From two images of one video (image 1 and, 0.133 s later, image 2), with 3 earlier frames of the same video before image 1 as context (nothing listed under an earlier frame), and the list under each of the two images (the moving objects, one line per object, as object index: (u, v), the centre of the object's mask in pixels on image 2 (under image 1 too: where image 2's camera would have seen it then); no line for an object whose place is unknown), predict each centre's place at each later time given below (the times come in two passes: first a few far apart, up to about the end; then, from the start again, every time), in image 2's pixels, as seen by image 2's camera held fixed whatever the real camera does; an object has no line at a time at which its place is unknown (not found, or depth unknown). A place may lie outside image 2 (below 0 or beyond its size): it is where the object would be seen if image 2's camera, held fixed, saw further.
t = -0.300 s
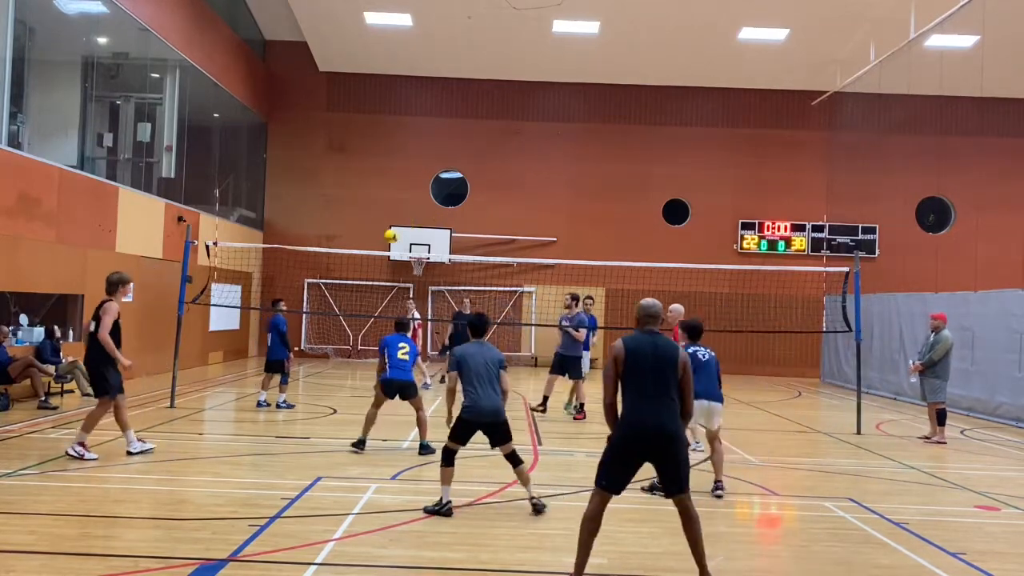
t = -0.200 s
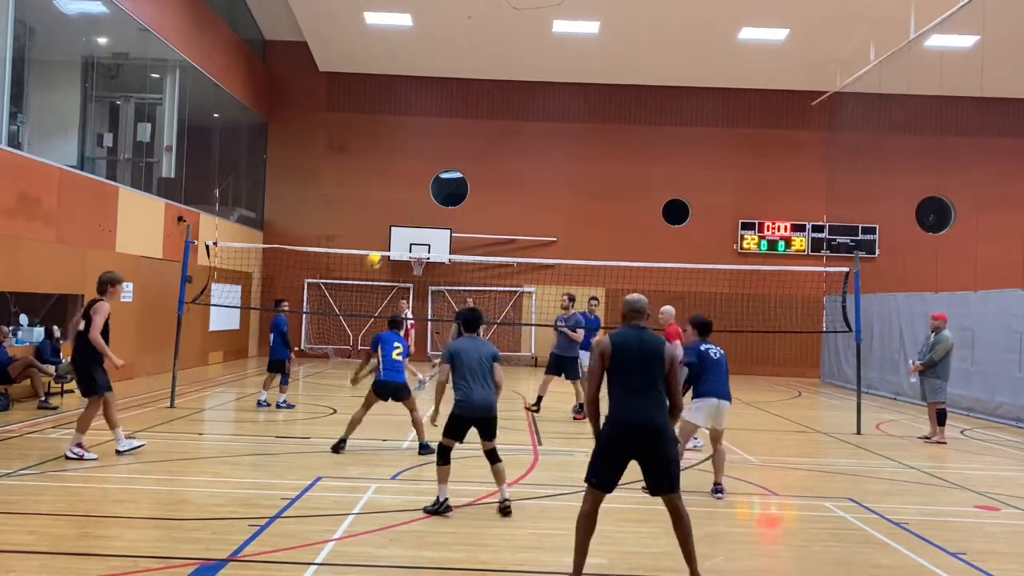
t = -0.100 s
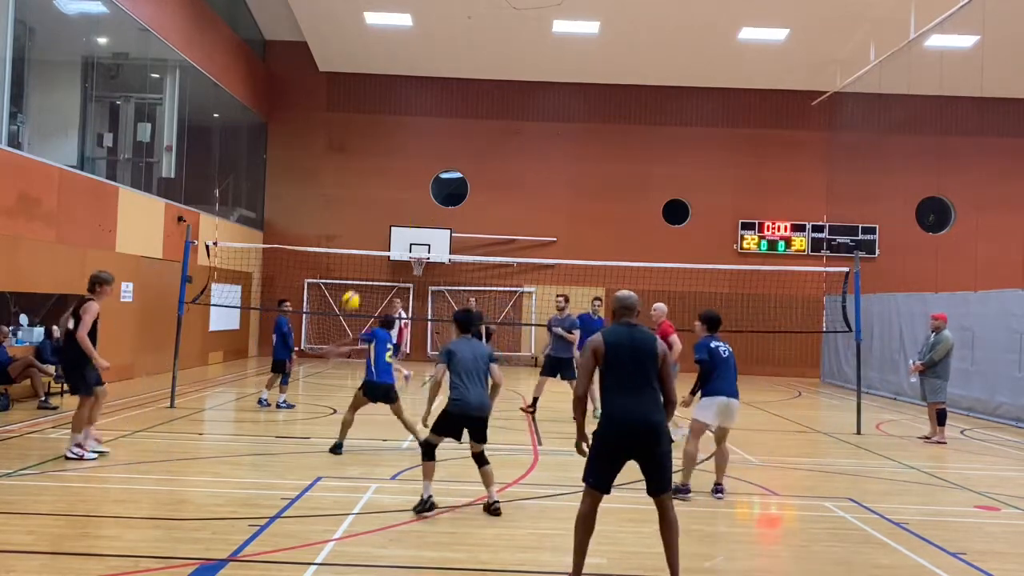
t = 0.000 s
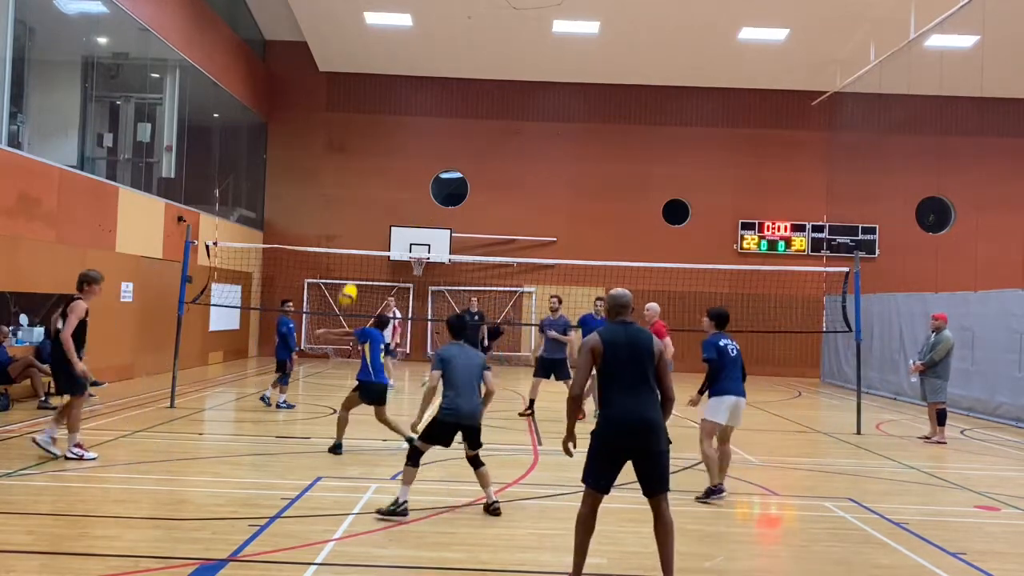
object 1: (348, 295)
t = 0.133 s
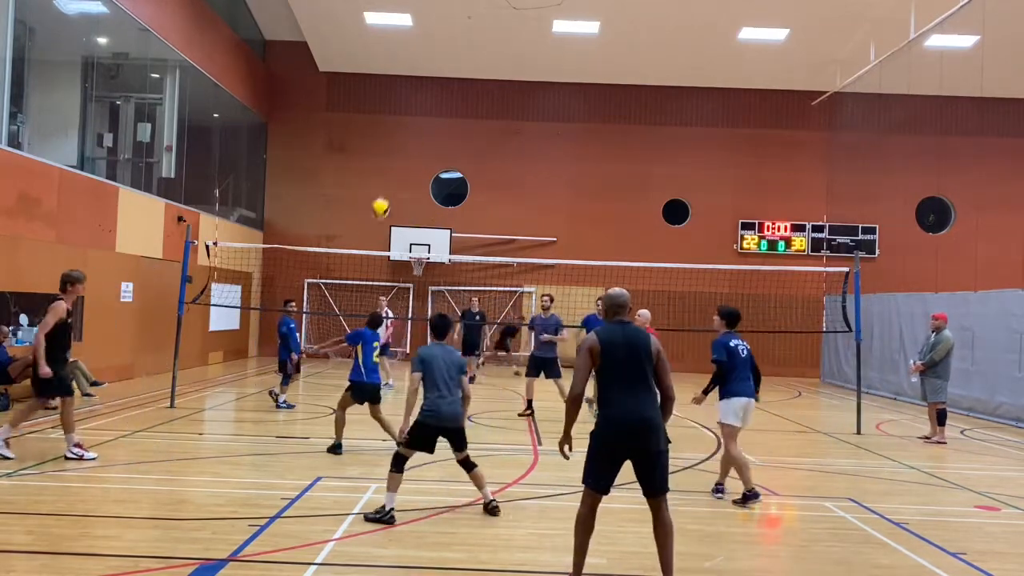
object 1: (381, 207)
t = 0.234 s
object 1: (403, 155)
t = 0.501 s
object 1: (460, 60)
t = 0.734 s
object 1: (504, 28)
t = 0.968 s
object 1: (545, 40)
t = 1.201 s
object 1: (584, 95)
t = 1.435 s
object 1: (617, 189)
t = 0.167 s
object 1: (387, 189)
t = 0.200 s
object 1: (396, 171)
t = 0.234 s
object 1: (403, 155)
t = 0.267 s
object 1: (410, 140)
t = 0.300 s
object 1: (418, 125)
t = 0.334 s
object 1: (424, 112)
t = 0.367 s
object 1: (432, 99)
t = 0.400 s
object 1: (438, 89)
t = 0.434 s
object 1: (445, 79)
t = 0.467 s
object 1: (452, 68)
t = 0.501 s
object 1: (460, 60)
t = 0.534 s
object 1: (466, 53)
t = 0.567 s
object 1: (472, 46)
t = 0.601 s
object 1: (479, 41)
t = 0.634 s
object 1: (485, 35)
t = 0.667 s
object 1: (492, 33)
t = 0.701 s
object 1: (498, 29)
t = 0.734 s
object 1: (504, 28)
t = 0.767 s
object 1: (510, 27)
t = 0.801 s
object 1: (515, 27)
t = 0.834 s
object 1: (522, 28)
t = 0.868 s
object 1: (528, 30)
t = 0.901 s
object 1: (534, 32)
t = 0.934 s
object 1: (540, 36)
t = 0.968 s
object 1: (545, 40)
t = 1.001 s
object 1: (551, 46)
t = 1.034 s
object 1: (557, 52)
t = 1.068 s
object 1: (562, 58)
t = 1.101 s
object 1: (570, 67)
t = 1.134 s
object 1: (573, 75)
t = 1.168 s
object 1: (579, 85)
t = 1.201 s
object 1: (584, 95)
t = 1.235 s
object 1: (589, 106)
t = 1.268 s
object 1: (594, 118)
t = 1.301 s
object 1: (599, 130)
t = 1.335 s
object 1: (604, 144)
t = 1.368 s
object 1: (608, 158)
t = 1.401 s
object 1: (613, 172)
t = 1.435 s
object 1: (617, 189)
